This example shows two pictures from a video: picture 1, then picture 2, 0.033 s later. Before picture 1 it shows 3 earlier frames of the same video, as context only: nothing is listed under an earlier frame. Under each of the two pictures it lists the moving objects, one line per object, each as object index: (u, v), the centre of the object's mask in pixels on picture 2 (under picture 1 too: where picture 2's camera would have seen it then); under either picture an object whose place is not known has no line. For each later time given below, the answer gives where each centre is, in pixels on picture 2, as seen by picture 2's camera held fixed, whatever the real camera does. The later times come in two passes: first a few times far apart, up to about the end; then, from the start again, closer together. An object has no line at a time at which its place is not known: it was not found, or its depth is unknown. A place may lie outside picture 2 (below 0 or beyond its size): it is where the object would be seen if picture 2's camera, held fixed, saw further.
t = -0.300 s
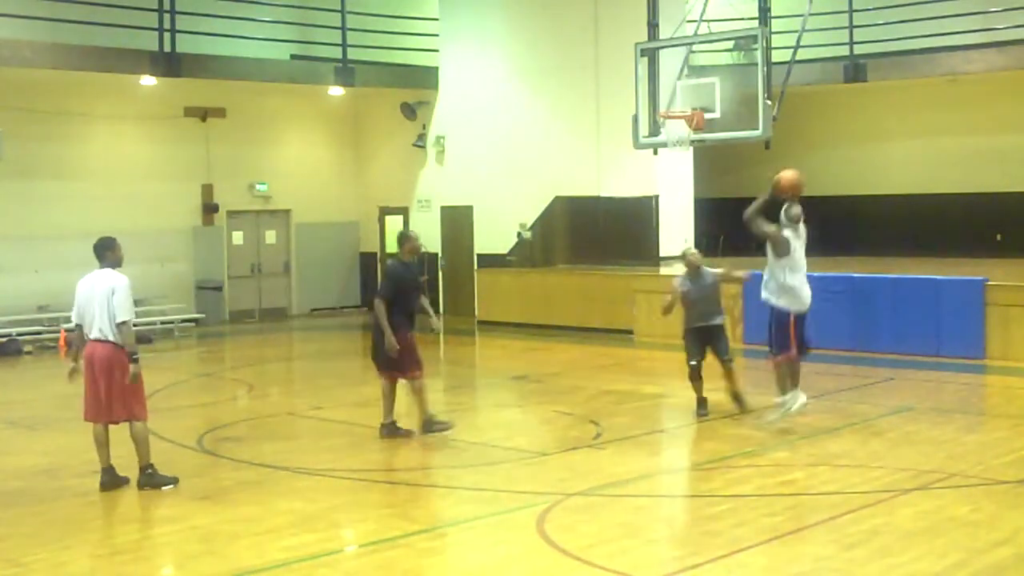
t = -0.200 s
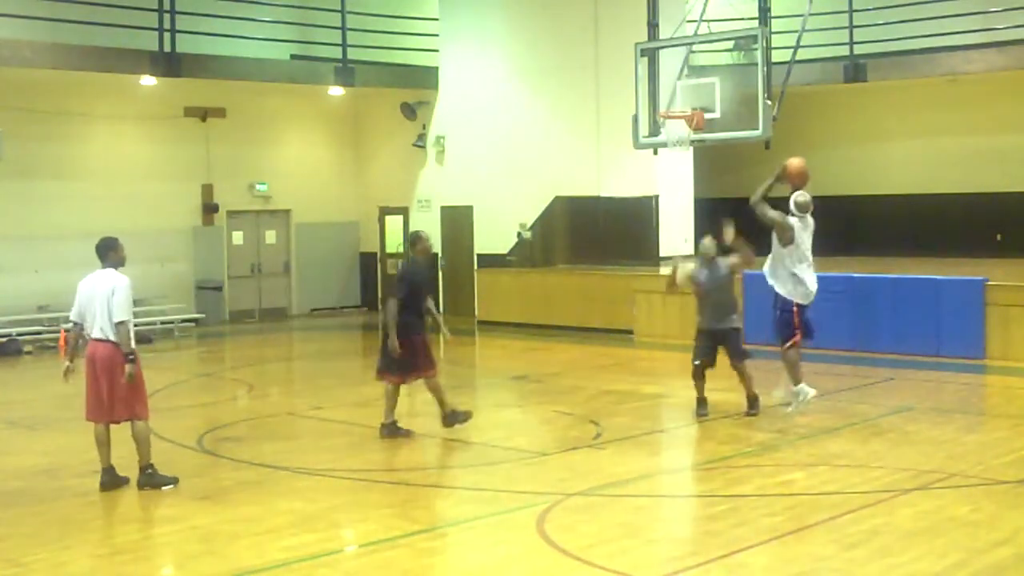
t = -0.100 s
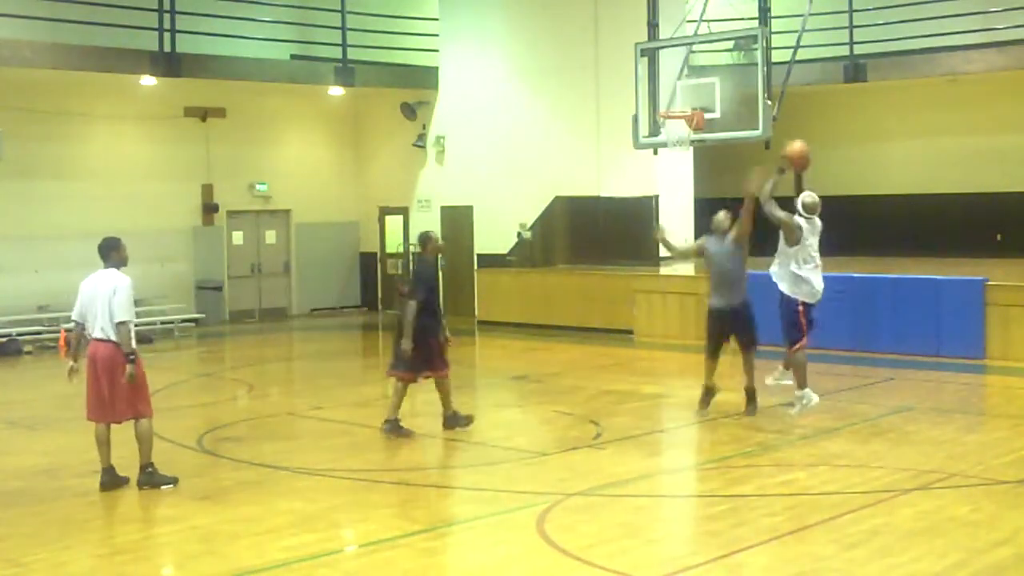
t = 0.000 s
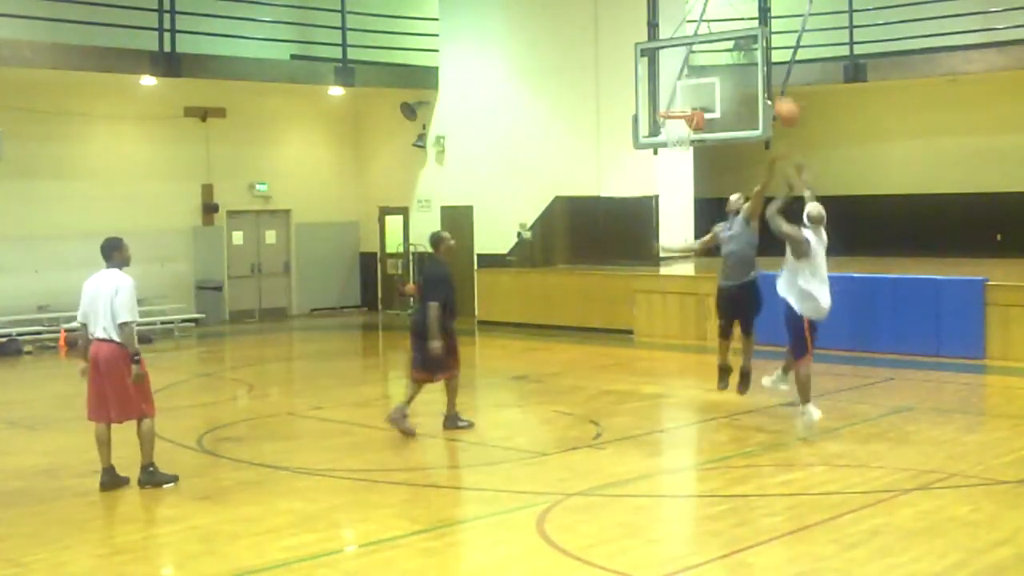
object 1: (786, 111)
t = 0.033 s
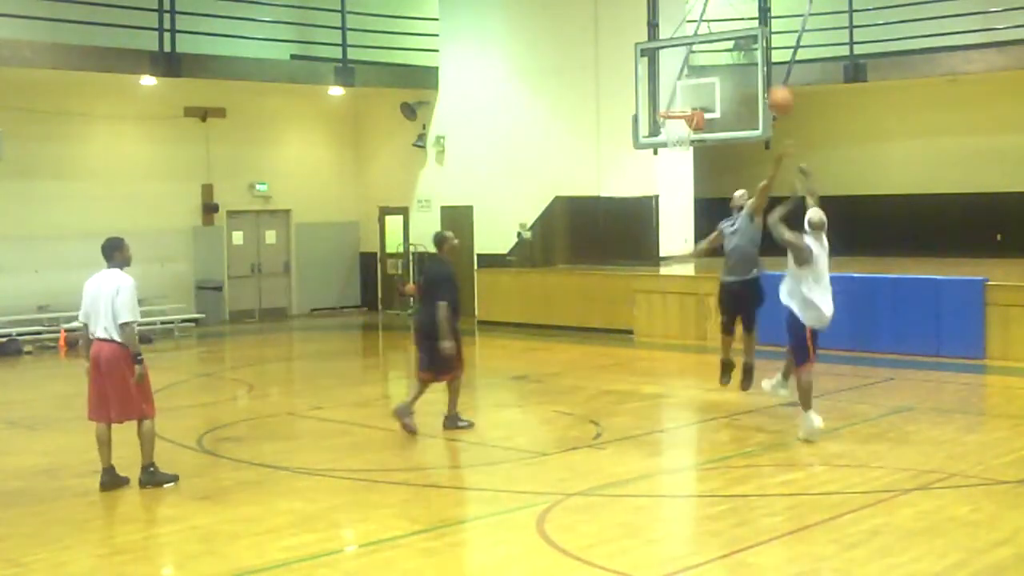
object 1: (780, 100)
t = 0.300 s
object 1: (738, 48)
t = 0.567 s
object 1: (703, 68)
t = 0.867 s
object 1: (694, 75)
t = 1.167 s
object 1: (707, 80)
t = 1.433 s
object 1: (710, 135)
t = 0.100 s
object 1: (768, 78)
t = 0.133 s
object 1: (763, 71)
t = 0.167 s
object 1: (758, 64)
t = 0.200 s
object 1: (753, 57)
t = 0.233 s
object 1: (747, 51)
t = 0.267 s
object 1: (743, 50)
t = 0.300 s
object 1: (738, 48)
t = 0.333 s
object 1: (734, 46)
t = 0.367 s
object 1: (729, 47)
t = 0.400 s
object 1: (724, 48)
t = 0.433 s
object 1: (720, 49)
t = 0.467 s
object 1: (716, 52)
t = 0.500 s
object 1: (711, 57)
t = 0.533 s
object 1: (707, 62)
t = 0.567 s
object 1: (703, 68)
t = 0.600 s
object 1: (700, 74)
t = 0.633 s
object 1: (695, 80)
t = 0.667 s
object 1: (692, 90)
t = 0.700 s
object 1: (688, 99)
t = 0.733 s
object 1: (688, 99)
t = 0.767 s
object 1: (689, 92)
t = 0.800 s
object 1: (690, 85)
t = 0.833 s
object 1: (692, 79)
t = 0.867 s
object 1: (694, 75)
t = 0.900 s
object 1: (694, 73)
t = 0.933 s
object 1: (696, 71)
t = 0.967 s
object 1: (697, 69)
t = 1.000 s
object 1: (699, 69)
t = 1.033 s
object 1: (699, 69)
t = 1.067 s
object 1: (701, 71)
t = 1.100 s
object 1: (702, 73)
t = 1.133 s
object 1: (705, 76)
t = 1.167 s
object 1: (707, 80)
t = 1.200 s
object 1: (708, 86)
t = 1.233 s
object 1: (710, 93)
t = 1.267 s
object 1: (711, 101)
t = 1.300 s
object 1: (711, 105)
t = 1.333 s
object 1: (711, 114)
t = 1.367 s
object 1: (711, 119)
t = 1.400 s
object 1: (710, 127)
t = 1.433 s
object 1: (710, 135)
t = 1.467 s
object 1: (709, 145)
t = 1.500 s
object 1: (709, 155)
